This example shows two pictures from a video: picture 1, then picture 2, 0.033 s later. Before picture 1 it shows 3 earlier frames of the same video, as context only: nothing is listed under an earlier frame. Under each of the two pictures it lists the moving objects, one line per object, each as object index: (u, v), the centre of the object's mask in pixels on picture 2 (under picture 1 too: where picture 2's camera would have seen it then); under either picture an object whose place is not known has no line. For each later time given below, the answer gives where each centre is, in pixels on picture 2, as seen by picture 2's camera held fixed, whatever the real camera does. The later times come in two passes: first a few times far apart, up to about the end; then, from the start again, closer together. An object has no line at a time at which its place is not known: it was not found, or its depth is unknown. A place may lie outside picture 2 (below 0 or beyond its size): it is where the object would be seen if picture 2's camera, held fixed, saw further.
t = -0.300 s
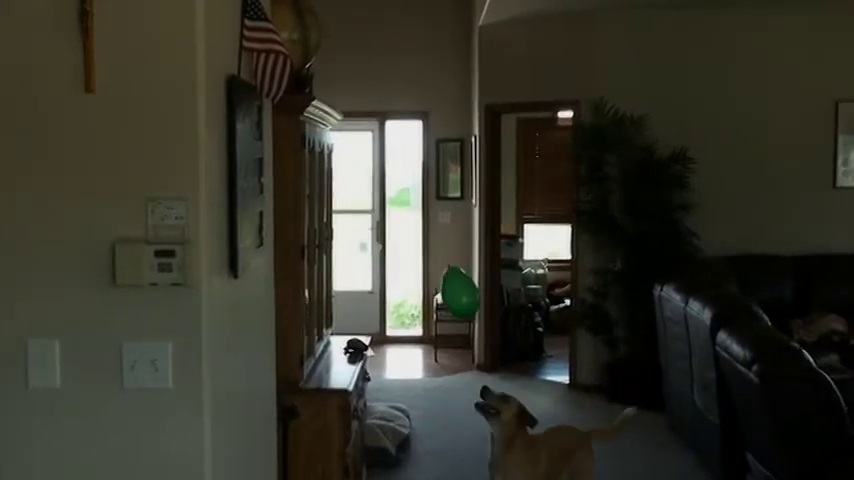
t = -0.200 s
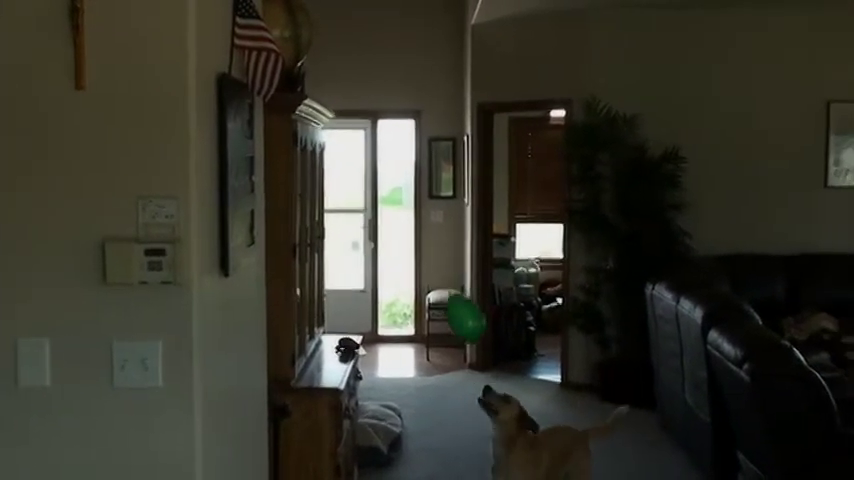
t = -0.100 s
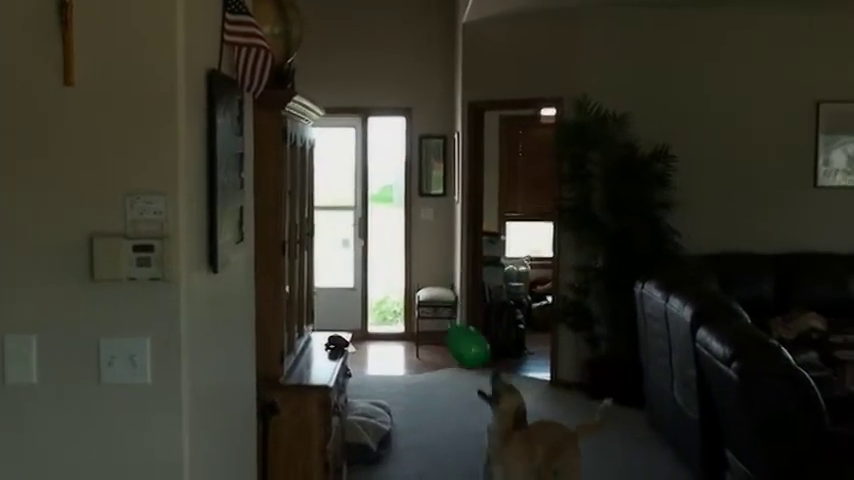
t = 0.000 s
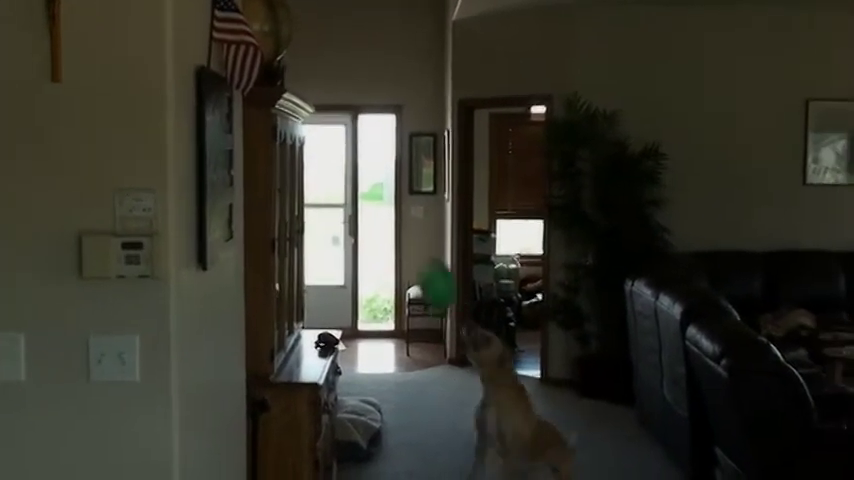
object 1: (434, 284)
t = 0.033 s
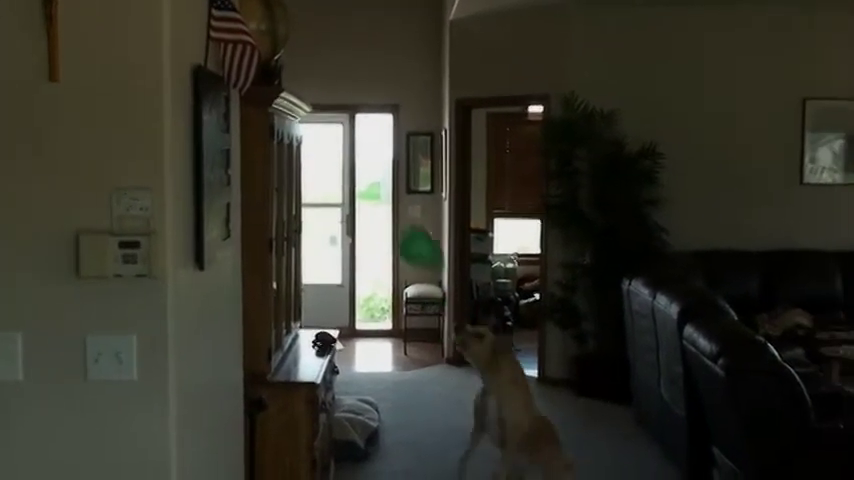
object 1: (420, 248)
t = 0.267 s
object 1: (343, 98)
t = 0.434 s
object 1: (300, 62)
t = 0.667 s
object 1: (312, 59)
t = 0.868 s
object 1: (329, 88)
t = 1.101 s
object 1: (345, 153)
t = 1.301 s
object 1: (364, 225)
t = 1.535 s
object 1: (388, 296)
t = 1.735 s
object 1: (415, 342)
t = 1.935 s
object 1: (437, 399)
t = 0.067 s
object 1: (404, 219)
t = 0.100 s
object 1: (393, 195)
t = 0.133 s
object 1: (385, 171)
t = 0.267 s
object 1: (343, 98)
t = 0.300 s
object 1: (333, 88)
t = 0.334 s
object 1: (324, 80)
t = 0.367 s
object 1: (316, 72)
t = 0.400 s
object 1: (307, 65)
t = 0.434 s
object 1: (300, 62)
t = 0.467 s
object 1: (296, 59)
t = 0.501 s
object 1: (298, 58)
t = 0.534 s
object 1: (302, 57)
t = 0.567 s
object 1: (305, 56)
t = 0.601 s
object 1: (308, 56)
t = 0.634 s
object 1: (310, 57)
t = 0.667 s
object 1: (312, 59)
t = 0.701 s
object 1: (314, 62)
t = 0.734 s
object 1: (316, 65)
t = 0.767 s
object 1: (319, 70)
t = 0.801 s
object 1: (322, 75)
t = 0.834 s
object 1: (325, 81)
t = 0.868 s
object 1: (329, 88)
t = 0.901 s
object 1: (331, 94)
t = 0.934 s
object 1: (334, 100)
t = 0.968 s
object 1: (335, 109)
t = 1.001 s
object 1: (337, 118)
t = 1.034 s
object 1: (340, 130)
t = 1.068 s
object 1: (342, 141)
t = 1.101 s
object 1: (345, 153)
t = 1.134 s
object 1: (348, 165)
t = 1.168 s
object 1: (352, 178)
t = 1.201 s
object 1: (355, 190)
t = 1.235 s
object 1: (358, 202)
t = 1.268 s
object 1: (361, 213)
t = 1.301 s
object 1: (364, 225)
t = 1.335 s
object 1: (368, 236)
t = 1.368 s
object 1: (370, 247)
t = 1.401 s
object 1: (375, 257)
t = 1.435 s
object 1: (379, 268)
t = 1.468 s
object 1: (382, 277)
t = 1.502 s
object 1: (386, 286)
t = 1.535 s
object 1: (388, 296)
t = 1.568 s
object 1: (394, 303)
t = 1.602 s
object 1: (397, 311)
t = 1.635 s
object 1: (400, 318)
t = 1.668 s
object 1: (404, 326)
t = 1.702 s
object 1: (408, 334)
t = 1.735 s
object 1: (415, 342)
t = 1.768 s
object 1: (420, 349)
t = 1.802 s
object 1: (420, 359)
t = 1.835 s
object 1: (424, 369)
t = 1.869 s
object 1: (428, 379)
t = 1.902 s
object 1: (432, 388)
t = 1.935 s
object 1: (437, 399)
